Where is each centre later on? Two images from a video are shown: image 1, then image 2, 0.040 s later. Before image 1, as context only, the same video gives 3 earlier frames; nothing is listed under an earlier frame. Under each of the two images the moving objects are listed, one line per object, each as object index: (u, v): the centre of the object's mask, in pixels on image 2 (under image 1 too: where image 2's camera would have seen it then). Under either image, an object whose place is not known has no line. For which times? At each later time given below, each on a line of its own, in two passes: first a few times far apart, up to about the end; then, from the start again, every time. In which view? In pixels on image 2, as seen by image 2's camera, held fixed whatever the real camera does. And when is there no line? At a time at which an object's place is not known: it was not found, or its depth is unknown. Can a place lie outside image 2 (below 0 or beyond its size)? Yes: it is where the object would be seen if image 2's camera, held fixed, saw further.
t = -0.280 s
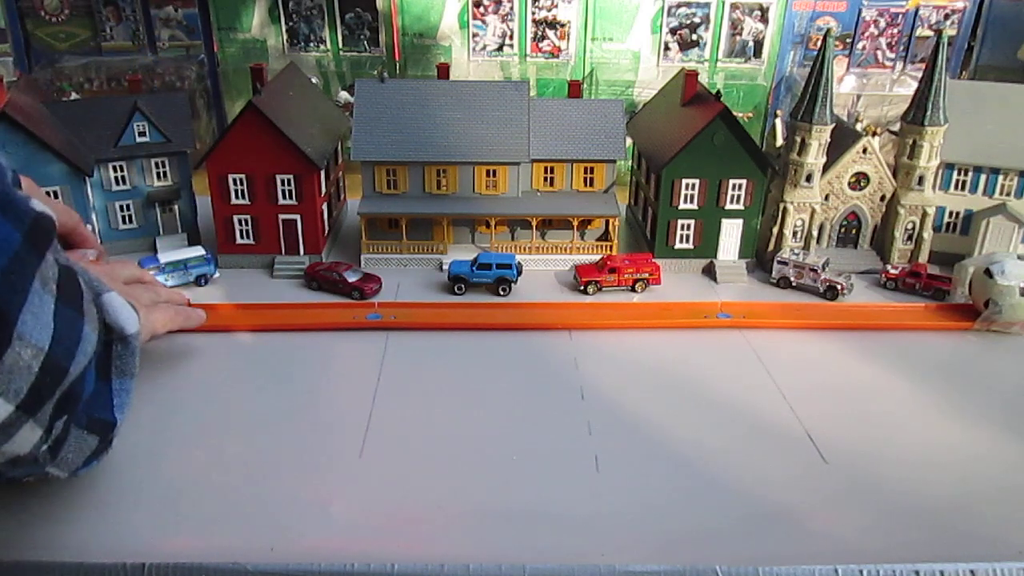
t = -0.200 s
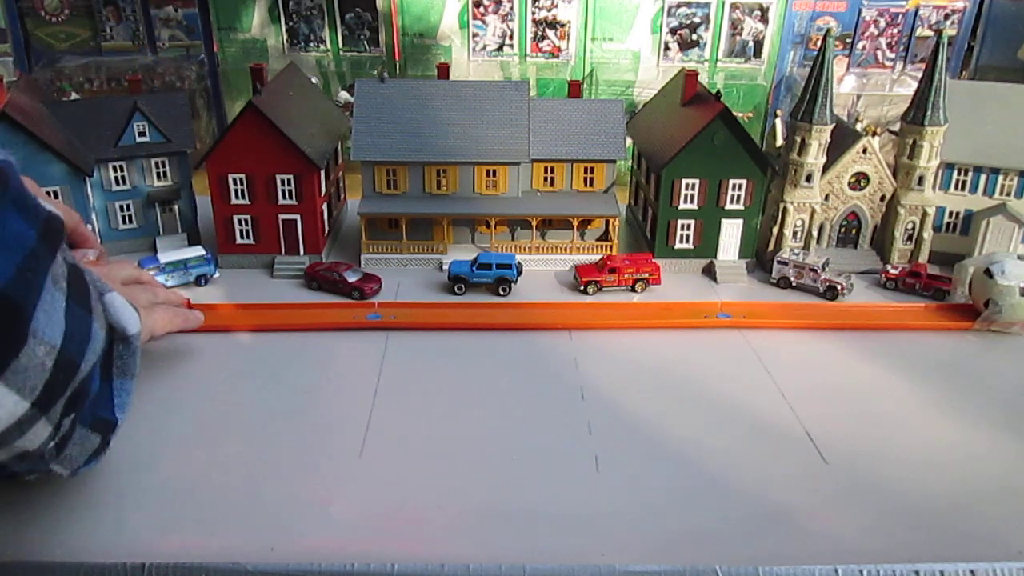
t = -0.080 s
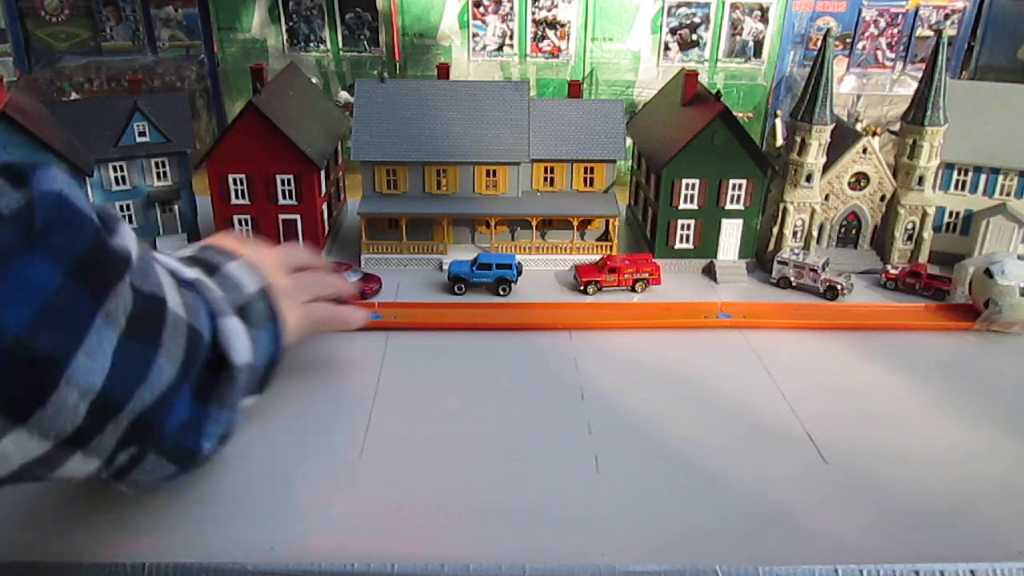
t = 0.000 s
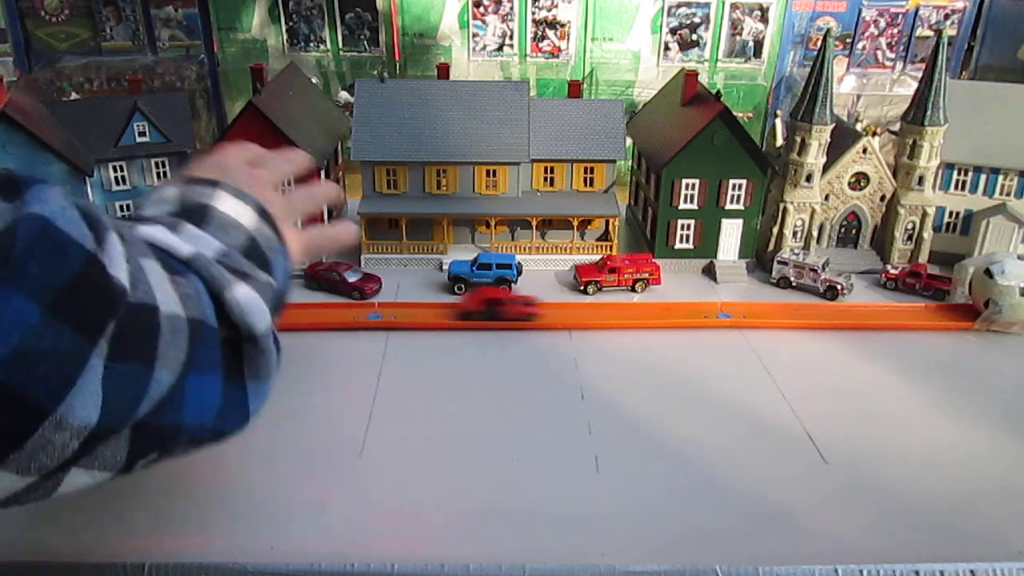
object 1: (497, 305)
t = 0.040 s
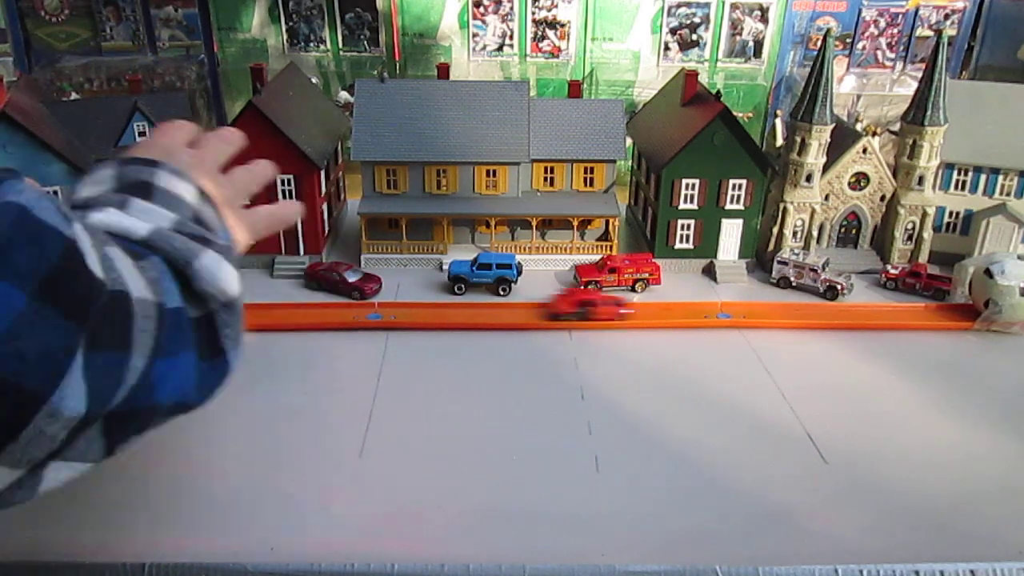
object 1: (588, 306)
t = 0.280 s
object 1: (890, 287)
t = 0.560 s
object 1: (756, 298)
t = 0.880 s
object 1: (749, 298)
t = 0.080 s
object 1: (674, 305)
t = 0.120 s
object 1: (759, 304)
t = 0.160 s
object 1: (841, 305)
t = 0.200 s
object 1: (926, 306)
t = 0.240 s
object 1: (925, 294)
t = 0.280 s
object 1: (890, 287)
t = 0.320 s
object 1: (860, 295)
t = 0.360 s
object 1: (834, 297)
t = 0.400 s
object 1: (810, 298)
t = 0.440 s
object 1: (791, 298)
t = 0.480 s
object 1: (776, 298)
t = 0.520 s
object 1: (764, 298)
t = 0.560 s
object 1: (756, 298)
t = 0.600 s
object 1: (751, 298)
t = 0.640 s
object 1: (749, 298)
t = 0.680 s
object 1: (749, 298)
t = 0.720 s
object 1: (749, 298)
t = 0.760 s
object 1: (749, 298)
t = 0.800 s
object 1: (749, 298)
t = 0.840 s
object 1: (749, 298)
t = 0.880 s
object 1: (749, 298)
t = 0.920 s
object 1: (749, 298)
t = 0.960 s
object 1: (749, 298)
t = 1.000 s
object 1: (749, 298)
